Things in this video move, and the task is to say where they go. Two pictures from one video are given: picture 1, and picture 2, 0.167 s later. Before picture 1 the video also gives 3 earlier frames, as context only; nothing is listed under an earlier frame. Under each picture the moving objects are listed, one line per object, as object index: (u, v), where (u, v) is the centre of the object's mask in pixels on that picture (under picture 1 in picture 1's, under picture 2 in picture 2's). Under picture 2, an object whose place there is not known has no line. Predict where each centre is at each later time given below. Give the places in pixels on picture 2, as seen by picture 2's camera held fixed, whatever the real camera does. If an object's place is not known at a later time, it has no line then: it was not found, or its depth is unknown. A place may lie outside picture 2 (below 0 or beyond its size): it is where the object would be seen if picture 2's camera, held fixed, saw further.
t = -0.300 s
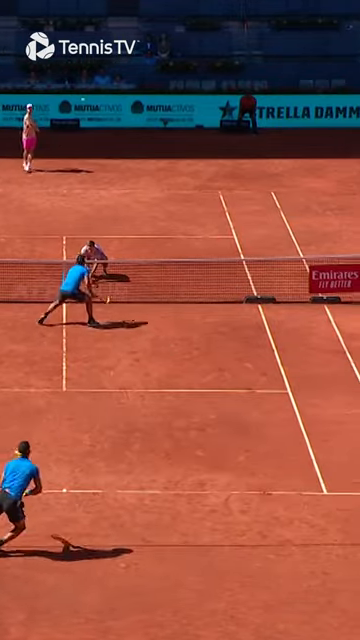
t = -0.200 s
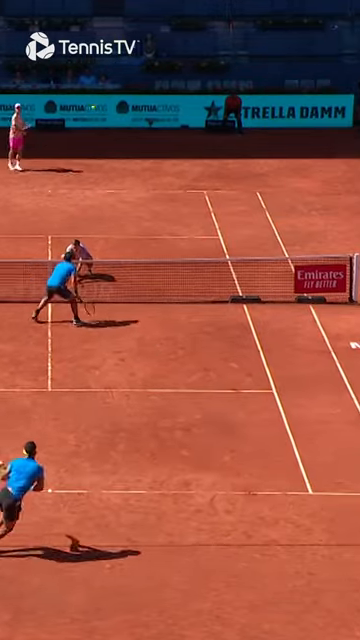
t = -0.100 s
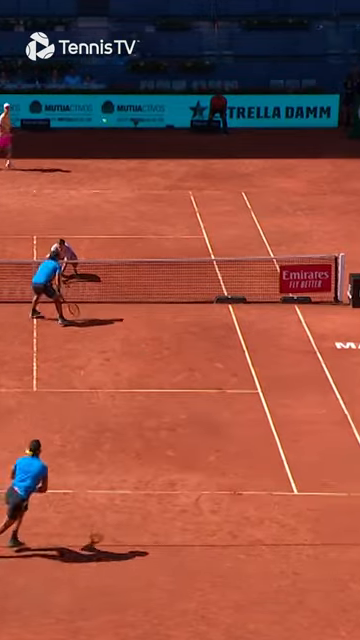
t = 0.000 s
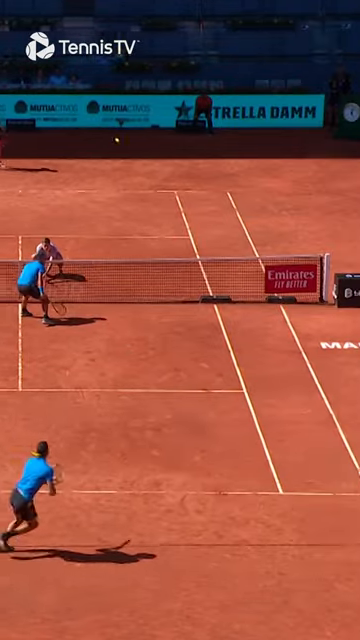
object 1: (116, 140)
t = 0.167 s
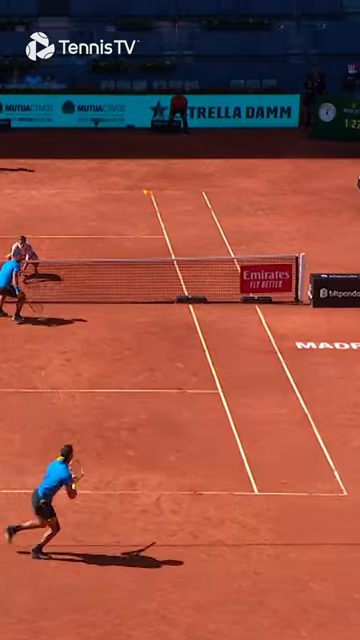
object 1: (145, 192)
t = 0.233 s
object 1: (159, 214)
